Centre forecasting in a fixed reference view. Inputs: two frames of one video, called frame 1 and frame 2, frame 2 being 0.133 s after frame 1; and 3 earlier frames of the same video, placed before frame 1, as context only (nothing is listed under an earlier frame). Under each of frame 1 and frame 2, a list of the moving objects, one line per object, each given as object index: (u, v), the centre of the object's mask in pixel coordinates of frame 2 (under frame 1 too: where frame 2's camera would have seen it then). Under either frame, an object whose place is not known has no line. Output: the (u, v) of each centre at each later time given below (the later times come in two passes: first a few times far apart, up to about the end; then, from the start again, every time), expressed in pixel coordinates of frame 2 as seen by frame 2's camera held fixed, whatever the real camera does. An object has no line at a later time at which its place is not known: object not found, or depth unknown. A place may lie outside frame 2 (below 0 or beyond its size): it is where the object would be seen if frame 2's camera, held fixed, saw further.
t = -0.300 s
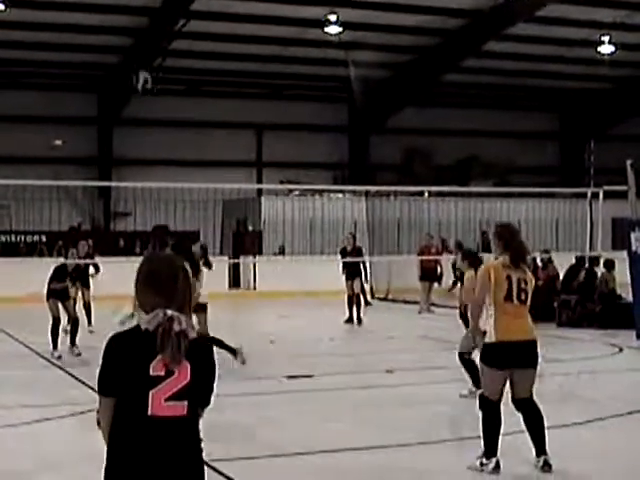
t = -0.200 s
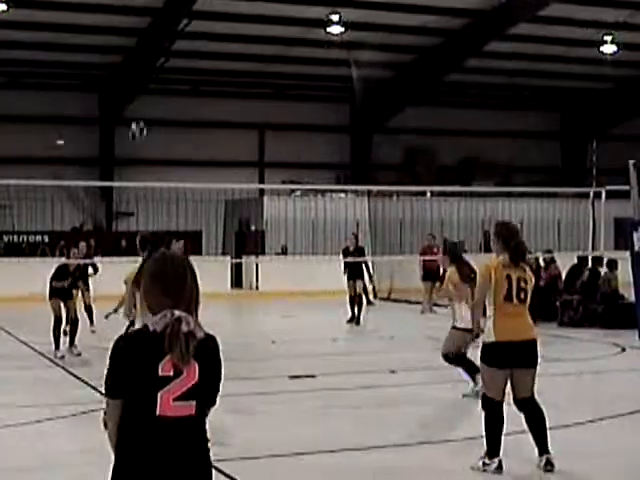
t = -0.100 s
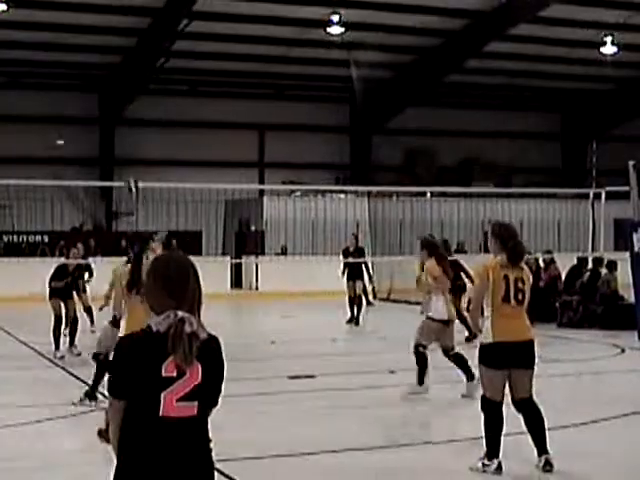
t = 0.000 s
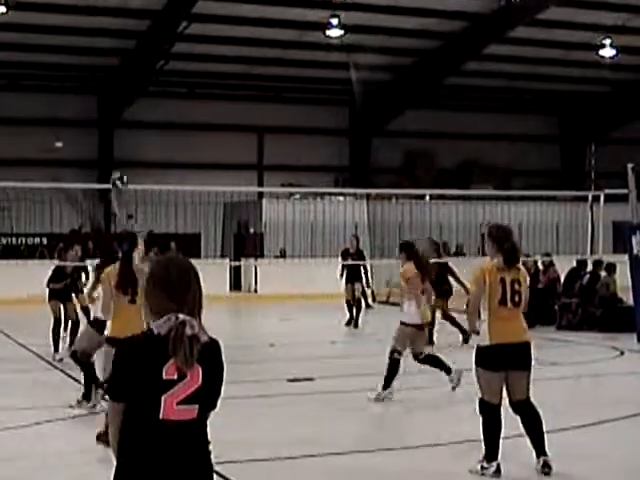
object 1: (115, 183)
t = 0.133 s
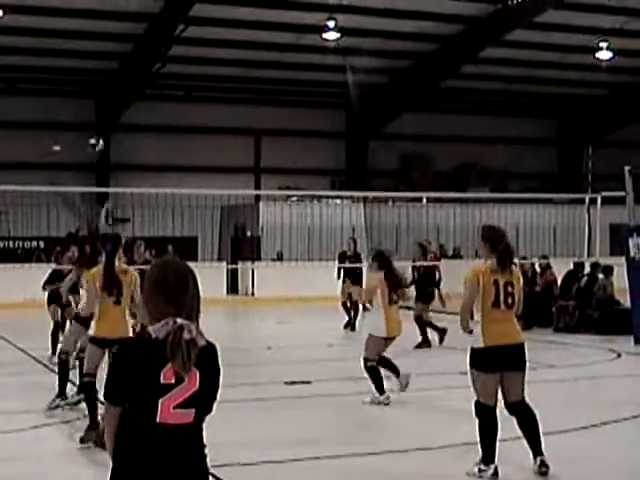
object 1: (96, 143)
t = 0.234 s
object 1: (82, 124)
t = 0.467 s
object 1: (52, 113)
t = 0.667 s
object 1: (30, 133)
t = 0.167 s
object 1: (90, 137)
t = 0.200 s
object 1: (87, 127)
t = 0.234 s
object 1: (82, 124)
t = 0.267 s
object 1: (79, 124)
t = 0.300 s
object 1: (73, 119)
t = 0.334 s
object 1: (68, 116)
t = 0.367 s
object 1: (64, 114)
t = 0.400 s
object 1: (59, 113)
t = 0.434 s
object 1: (55, 113)
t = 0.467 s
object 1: (52, 113)
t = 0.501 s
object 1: (47, 115)
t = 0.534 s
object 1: (44, 117)
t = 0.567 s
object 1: (40, 120)
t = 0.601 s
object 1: (36, 124)
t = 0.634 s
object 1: (35, 128)
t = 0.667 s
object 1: (30, 133)
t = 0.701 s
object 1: (26, 140)
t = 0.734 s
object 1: (22, 146)
